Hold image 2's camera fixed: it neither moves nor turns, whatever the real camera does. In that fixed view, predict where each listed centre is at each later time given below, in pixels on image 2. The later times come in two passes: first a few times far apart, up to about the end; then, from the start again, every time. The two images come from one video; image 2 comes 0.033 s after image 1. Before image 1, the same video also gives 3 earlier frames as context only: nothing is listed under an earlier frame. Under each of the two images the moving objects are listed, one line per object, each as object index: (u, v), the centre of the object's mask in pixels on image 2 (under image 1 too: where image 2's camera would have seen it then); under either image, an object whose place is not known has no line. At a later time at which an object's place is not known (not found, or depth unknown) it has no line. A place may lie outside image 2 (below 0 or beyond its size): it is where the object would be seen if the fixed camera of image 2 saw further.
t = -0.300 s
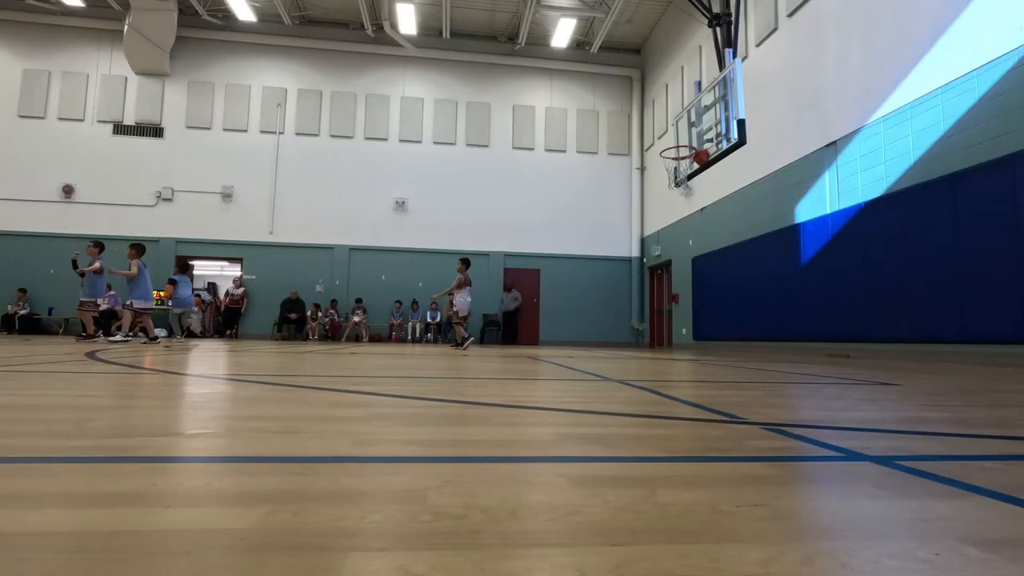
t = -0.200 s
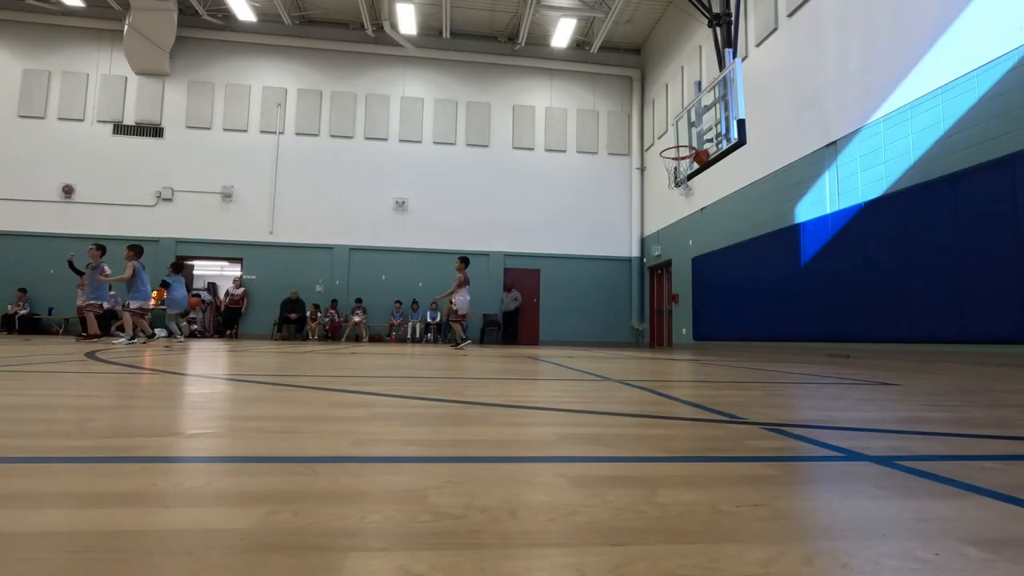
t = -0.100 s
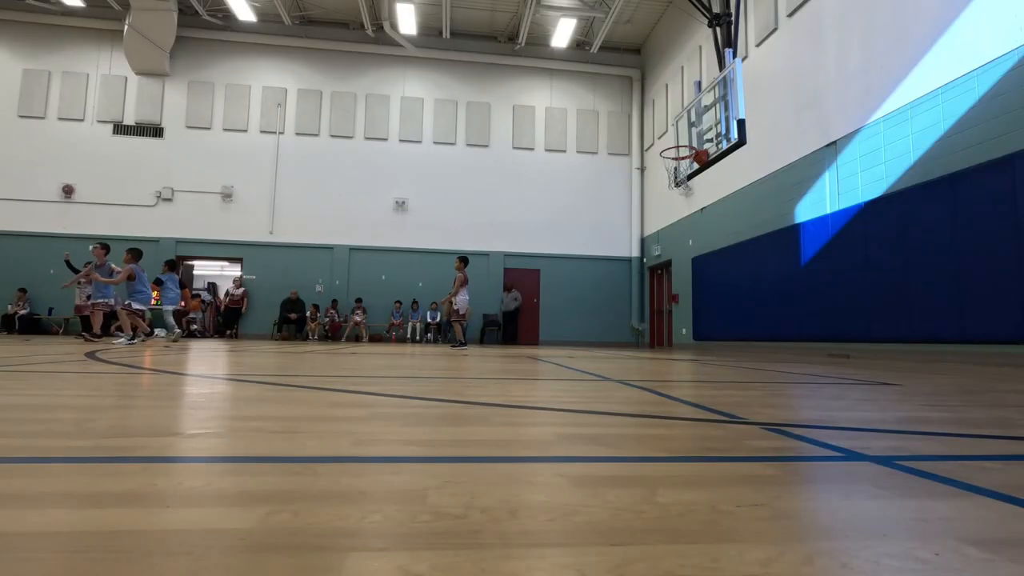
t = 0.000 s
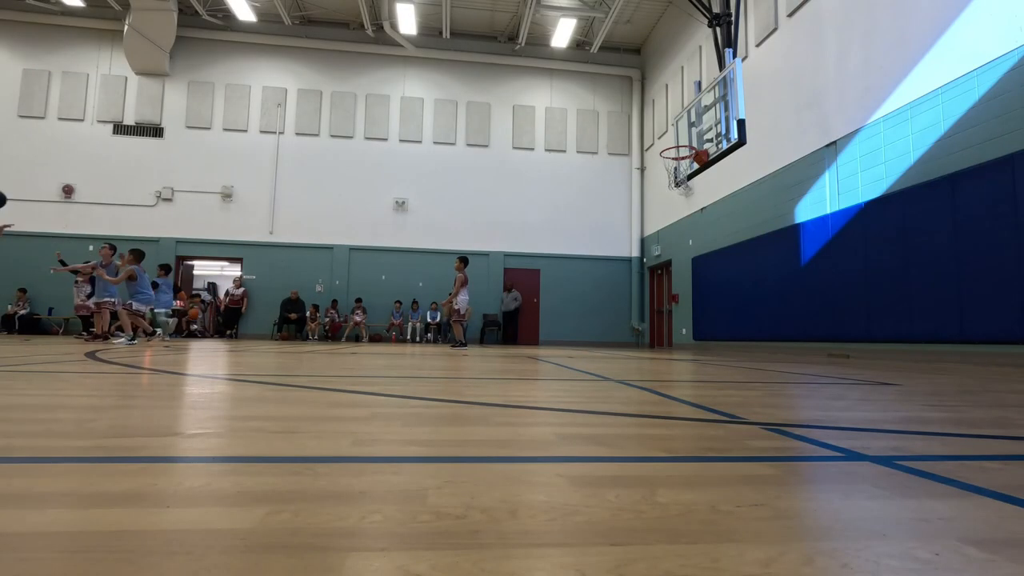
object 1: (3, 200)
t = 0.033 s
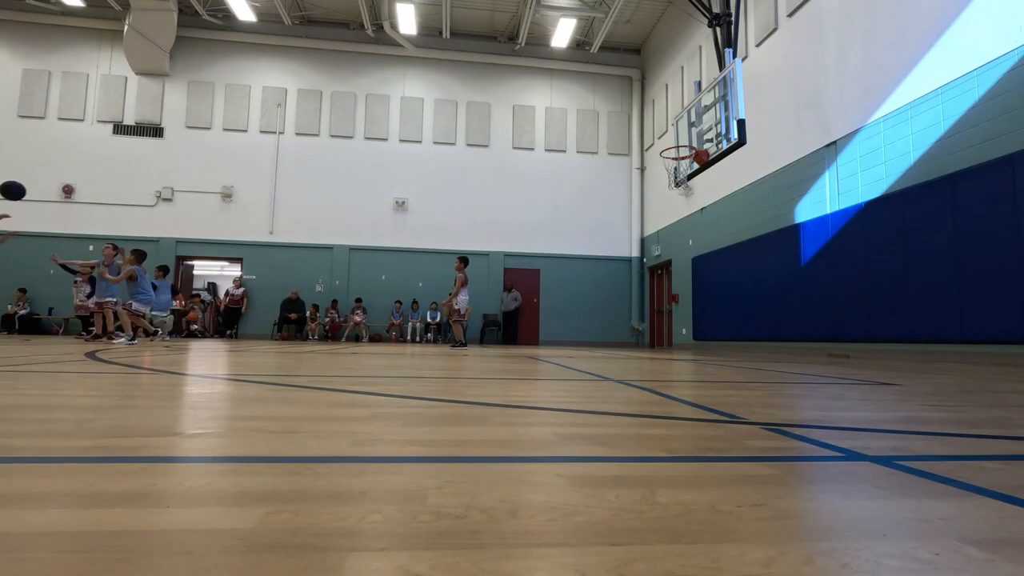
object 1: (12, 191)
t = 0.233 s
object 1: (121, 164)
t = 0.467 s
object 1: (230, 173)
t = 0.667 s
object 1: (310, 210)
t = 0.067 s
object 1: (31, 184)
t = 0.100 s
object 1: (50, 178)
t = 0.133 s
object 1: (69, 173)
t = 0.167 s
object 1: (87, 169)
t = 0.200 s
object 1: (104, 166)
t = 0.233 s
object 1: (121, 164)
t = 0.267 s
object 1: (138, 163)
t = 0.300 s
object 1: (154, 163)
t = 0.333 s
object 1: (170, 163)
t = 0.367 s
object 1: (186, 165)
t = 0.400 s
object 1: (201, 167)
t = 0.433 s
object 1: (216, 170)
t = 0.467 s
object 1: (230, 173)
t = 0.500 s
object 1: (244, 177)
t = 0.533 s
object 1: (258, 182)
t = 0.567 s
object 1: (271, 188)
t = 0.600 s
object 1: (284, 195)
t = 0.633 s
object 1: (297, 202)
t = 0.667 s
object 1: (310, 210)
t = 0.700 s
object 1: (323, 218)
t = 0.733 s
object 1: (335, 228)
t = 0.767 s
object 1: (347, 237)
